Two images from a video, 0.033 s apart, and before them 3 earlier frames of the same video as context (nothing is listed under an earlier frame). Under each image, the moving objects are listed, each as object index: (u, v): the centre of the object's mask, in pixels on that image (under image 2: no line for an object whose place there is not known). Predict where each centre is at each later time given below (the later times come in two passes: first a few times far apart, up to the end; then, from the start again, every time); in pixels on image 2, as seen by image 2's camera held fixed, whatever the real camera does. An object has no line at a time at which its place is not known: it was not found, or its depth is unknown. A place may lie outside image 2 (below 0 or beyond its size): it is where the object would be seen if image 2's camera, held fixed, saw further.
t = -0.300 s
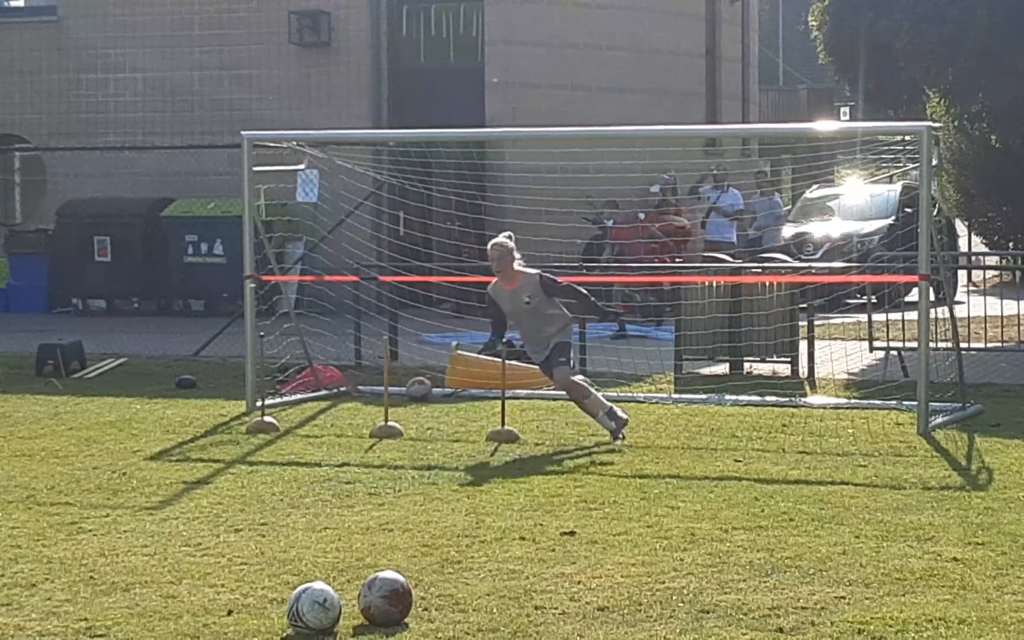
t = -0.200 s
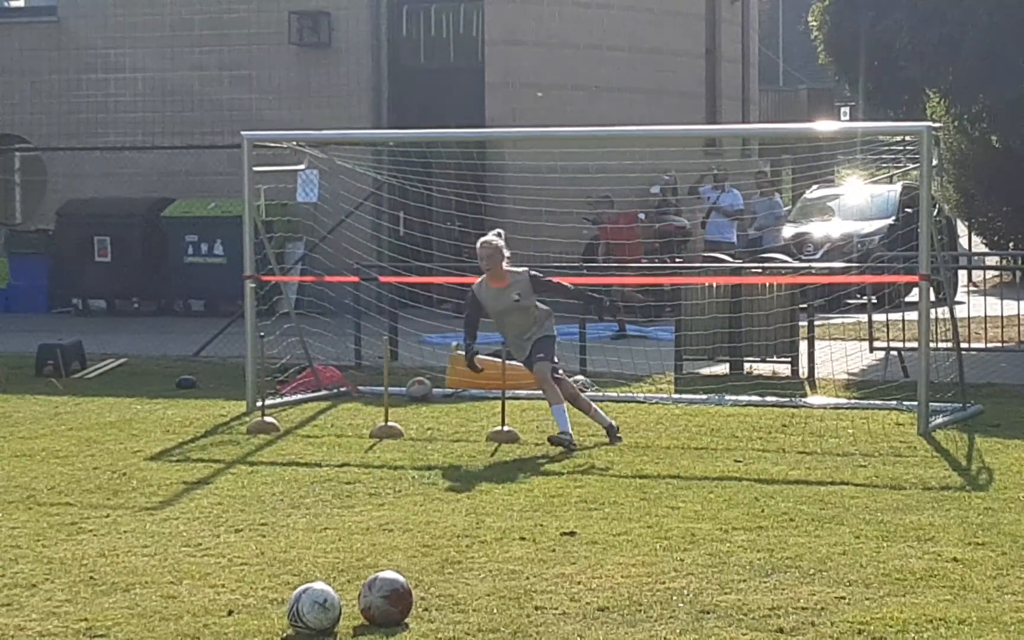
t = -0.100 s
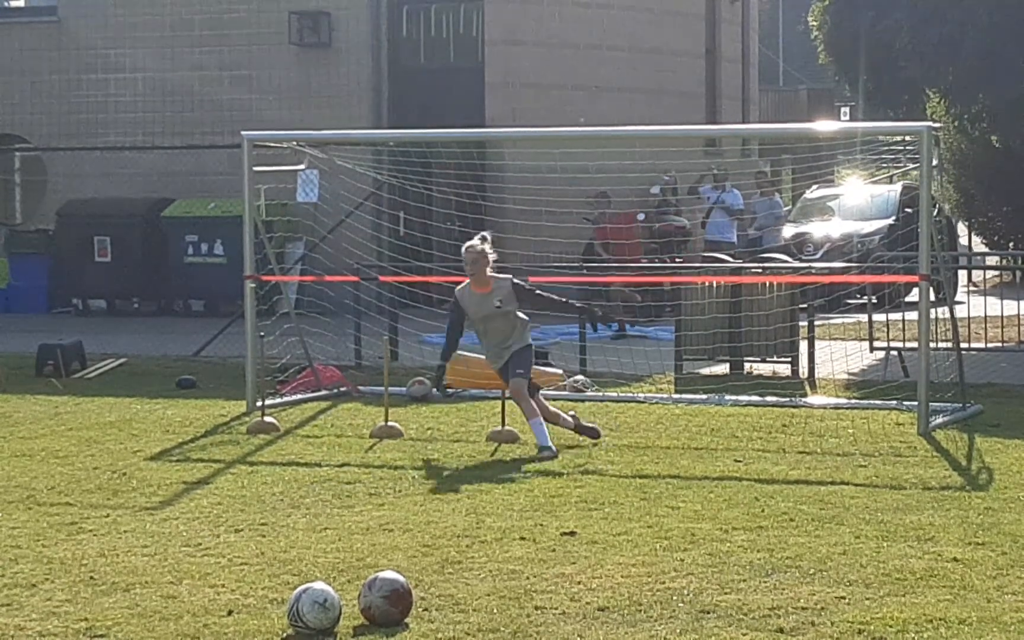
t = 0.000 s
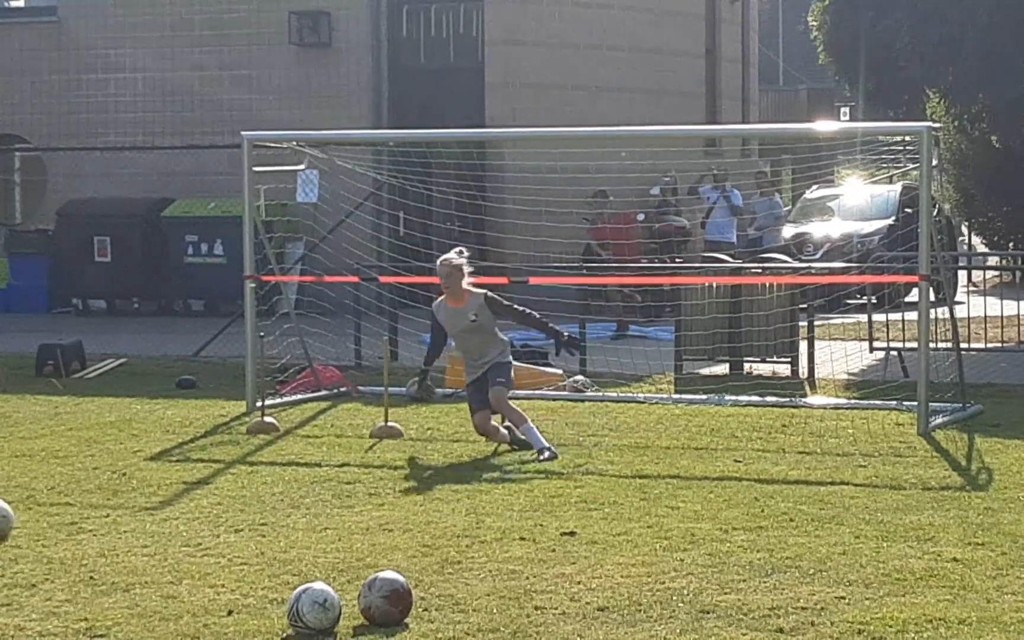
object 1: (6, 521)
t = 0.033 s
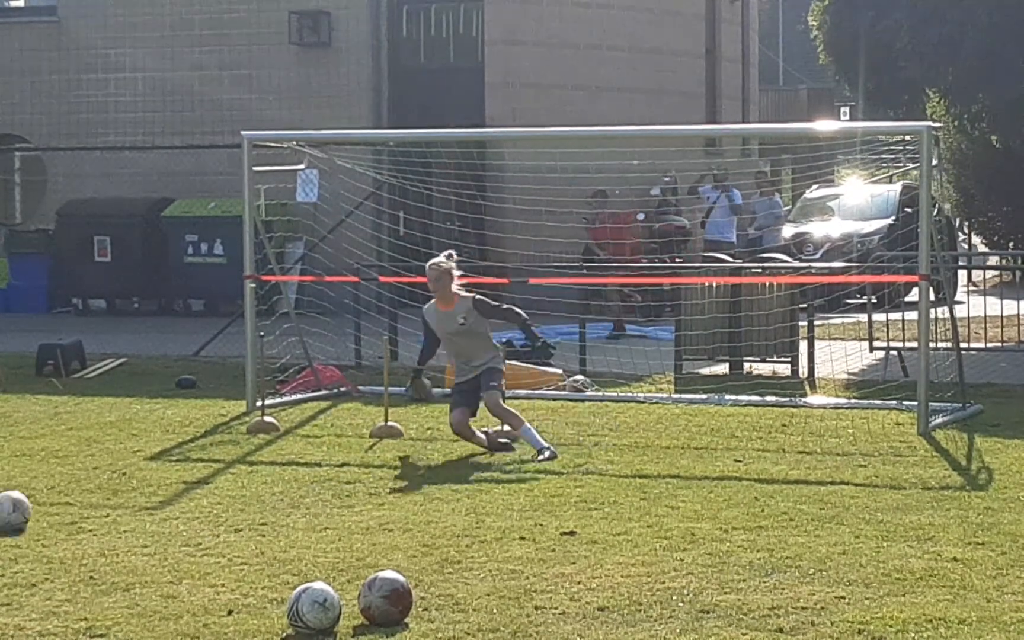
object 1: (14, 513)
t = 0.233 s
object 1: (91, 469)
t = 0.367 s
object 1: (126, 451)
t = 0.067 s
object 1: (26, 501)
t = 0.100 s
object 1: (40, 492)
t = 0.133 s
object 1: (55, 486)
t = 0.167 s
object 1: (67, 481)
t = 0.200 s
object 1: (80, 476)
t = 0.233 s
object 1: (91, 469)
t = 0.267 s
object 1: (100, 463)
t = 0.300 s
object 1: (110, 459)
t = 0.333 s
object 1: (118, 456)
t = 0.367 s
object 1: (126, 451)
